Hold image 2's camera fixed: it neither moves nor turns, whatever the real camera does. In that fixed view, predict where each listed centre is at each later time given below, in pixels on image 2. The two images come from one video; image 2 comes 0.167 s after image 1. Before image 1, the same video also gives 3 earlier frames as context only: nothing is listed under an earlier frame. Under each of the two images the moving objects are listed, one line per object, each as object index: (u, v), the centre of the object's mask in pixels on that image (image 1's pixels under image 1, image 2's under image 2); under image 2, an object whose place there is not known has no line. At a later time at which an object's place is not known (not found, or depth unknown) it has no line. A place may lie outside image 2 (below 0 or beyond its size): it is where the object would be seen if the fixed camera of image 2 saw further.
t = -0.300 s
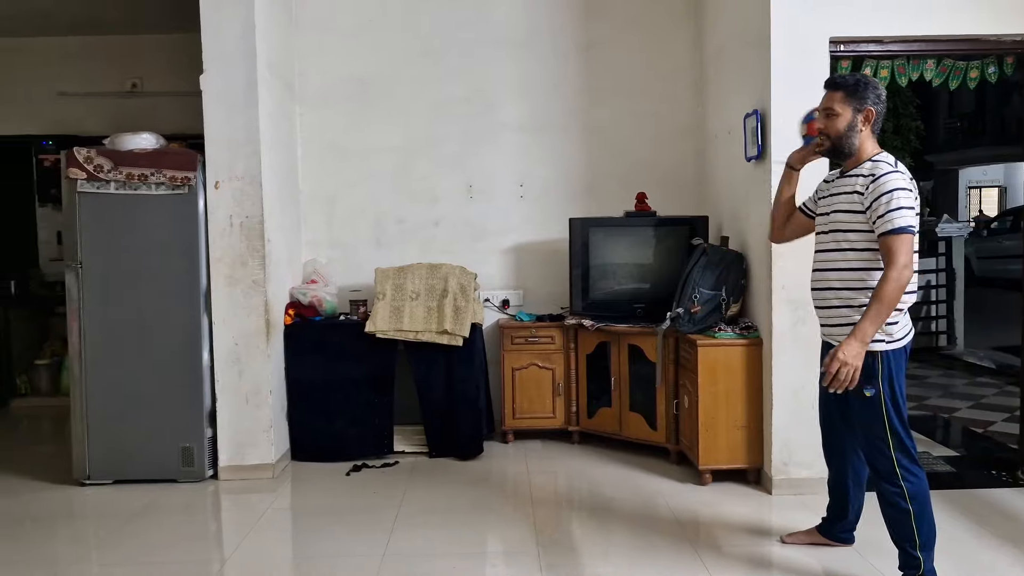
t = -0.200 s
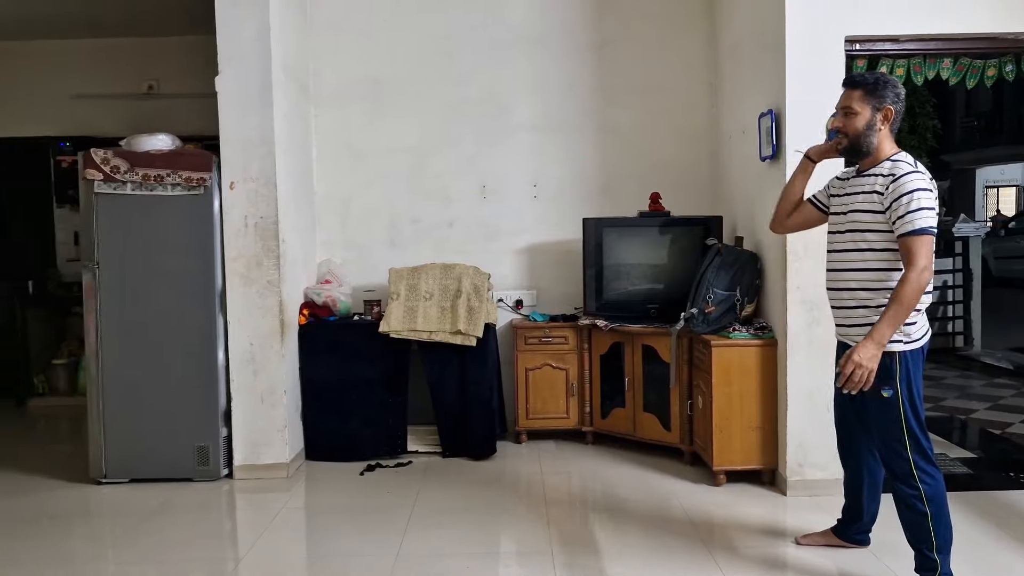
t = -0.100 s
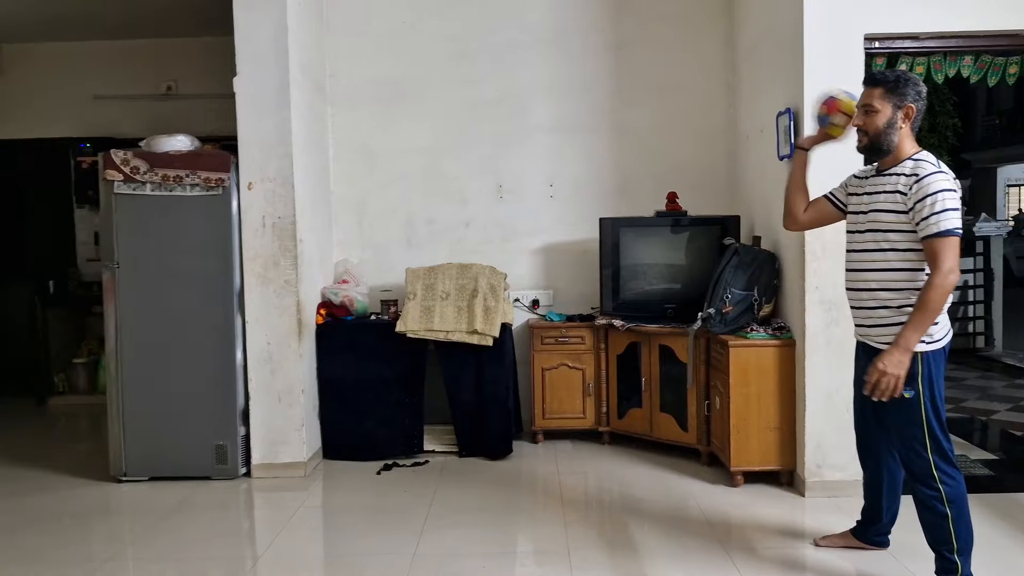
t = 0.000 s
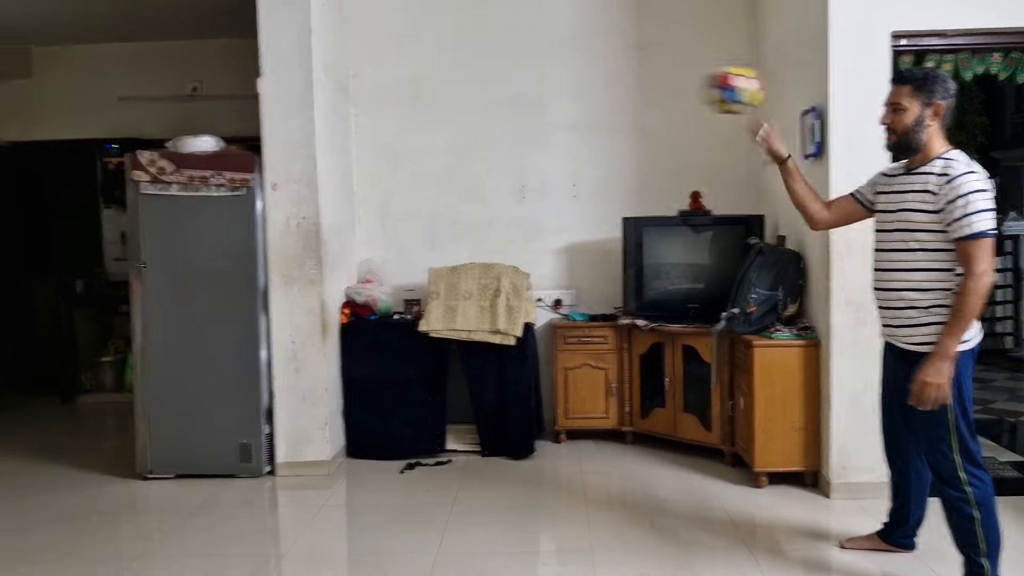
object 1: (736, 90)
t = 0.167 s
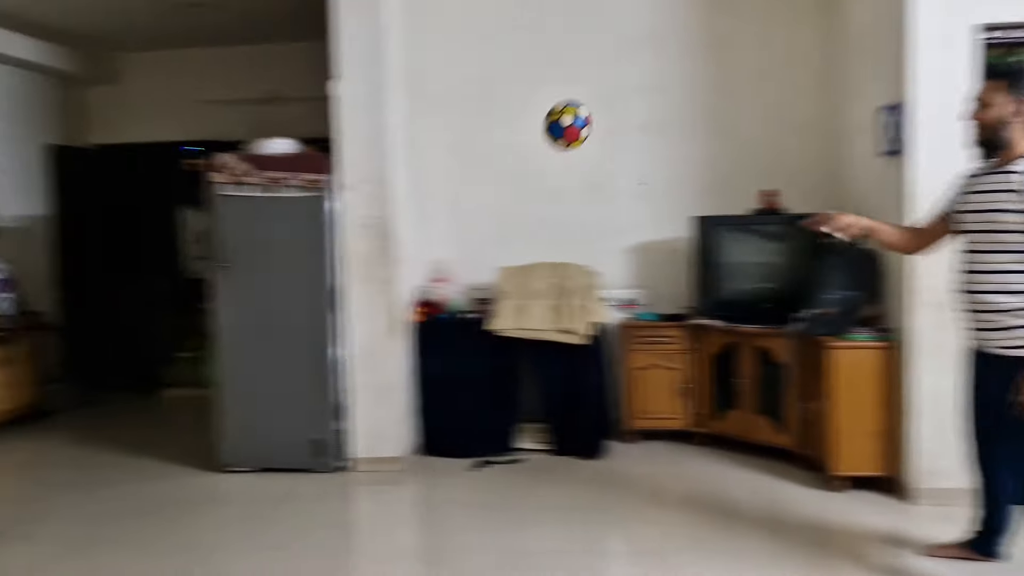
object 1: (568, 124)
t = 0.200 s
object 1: (525, 140)
